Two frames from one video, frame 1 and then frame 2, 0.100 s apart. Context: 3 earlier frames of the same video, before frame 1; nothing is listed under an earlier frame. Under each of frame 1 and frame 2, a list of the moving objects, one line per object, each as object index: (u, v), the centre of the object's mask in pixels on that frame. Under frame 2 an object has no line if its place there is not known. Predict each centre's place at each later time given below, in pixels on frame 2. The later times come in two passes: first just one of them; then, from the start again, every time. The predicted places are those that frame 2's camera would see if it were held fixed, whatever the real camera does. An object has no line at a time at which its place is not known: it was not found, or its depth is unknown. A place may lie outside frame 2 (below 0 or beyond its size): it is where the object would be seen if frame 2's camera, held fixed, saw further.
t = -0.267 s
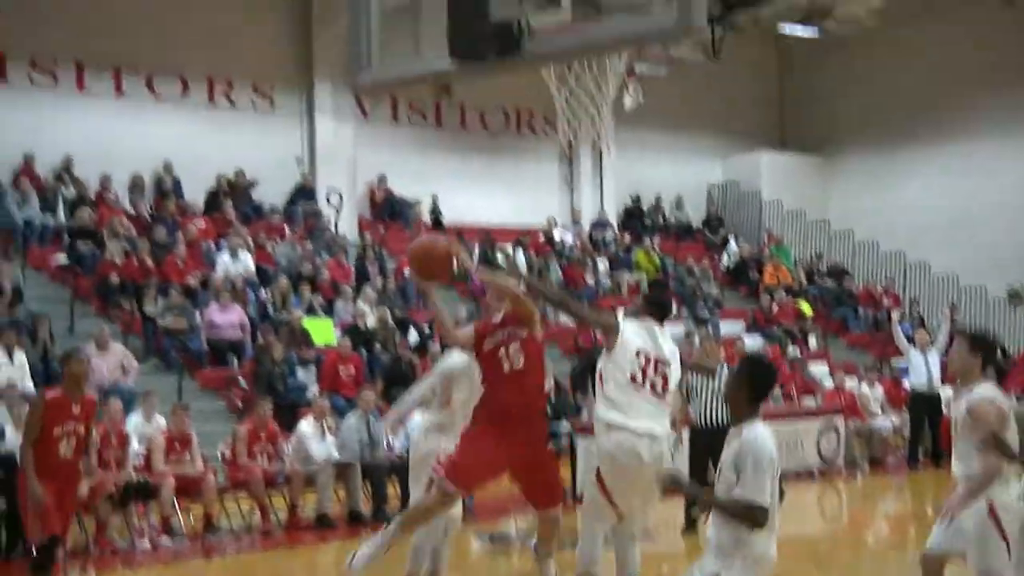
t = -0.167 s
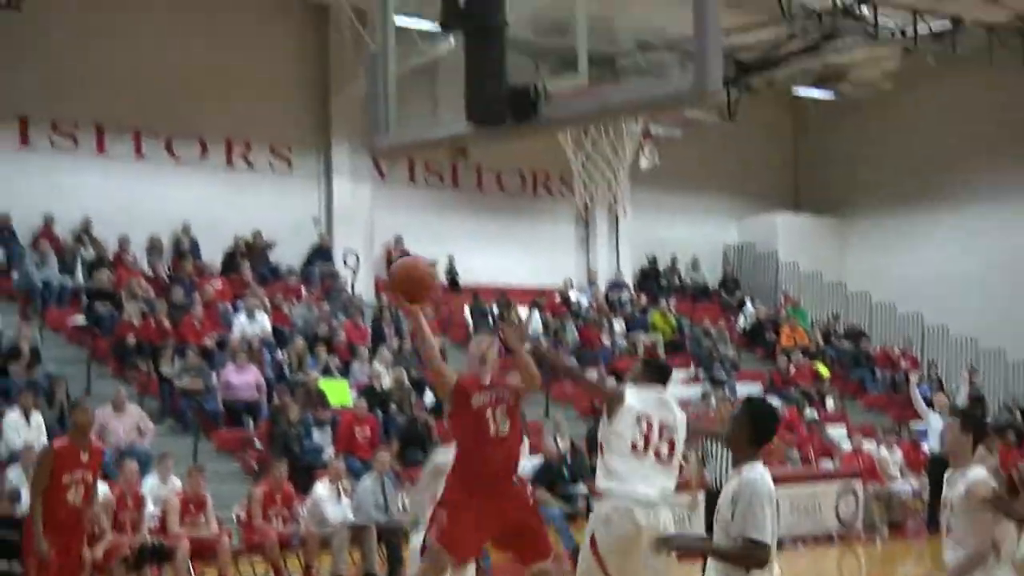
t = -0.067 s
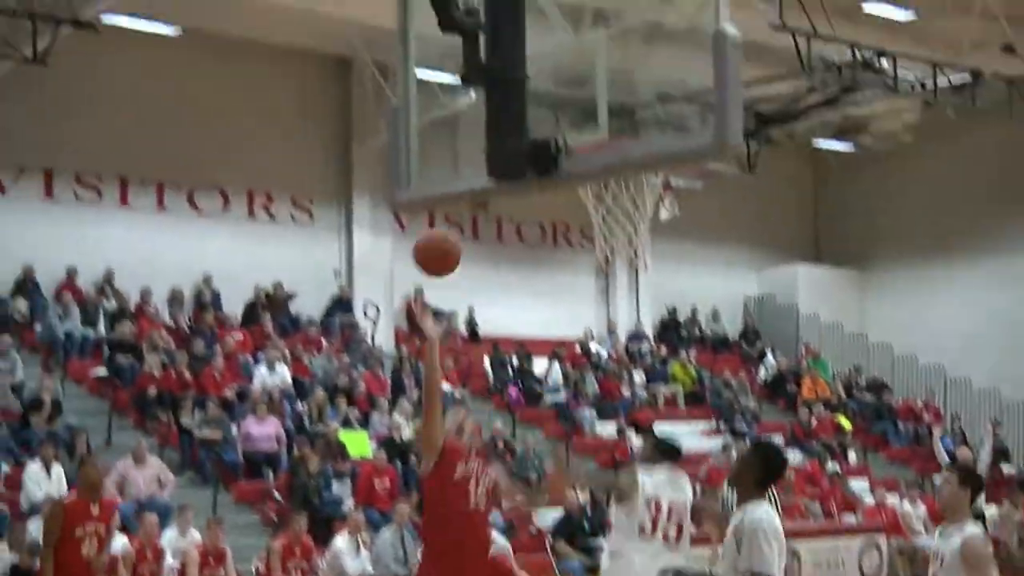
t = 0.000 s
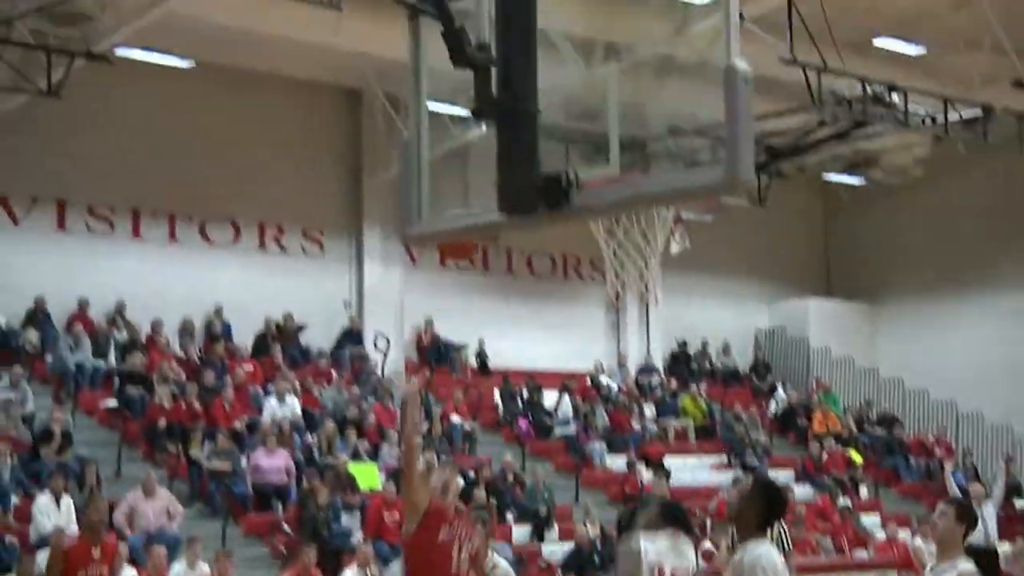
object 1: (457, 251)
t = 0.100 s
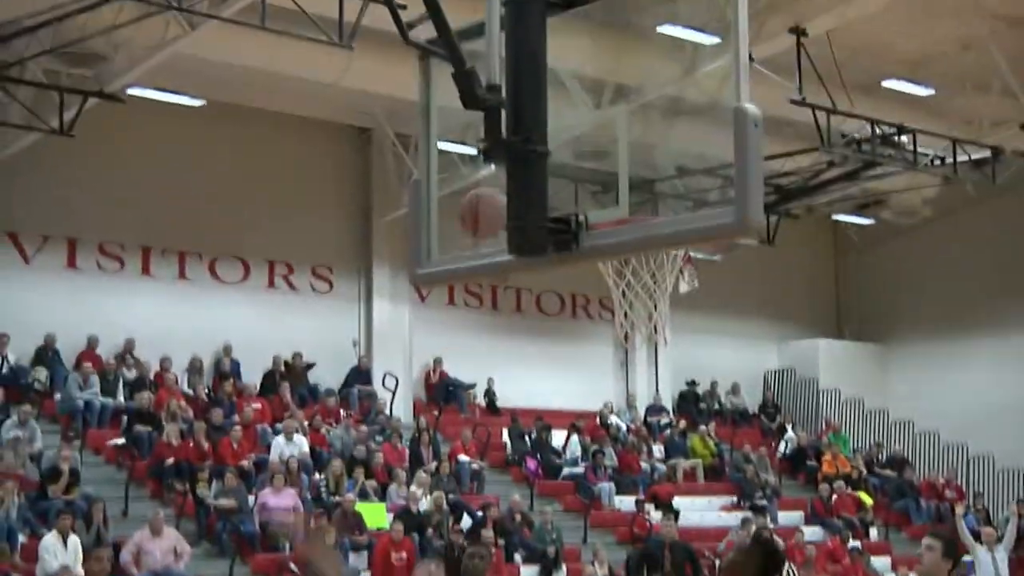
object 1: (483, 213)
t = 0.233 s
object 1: (495, 161)
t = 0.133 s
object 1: (487, 191)
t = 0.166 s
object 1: (488, 176)
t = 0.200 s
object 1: (491, 164)
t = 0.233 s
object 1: (495, 161)
